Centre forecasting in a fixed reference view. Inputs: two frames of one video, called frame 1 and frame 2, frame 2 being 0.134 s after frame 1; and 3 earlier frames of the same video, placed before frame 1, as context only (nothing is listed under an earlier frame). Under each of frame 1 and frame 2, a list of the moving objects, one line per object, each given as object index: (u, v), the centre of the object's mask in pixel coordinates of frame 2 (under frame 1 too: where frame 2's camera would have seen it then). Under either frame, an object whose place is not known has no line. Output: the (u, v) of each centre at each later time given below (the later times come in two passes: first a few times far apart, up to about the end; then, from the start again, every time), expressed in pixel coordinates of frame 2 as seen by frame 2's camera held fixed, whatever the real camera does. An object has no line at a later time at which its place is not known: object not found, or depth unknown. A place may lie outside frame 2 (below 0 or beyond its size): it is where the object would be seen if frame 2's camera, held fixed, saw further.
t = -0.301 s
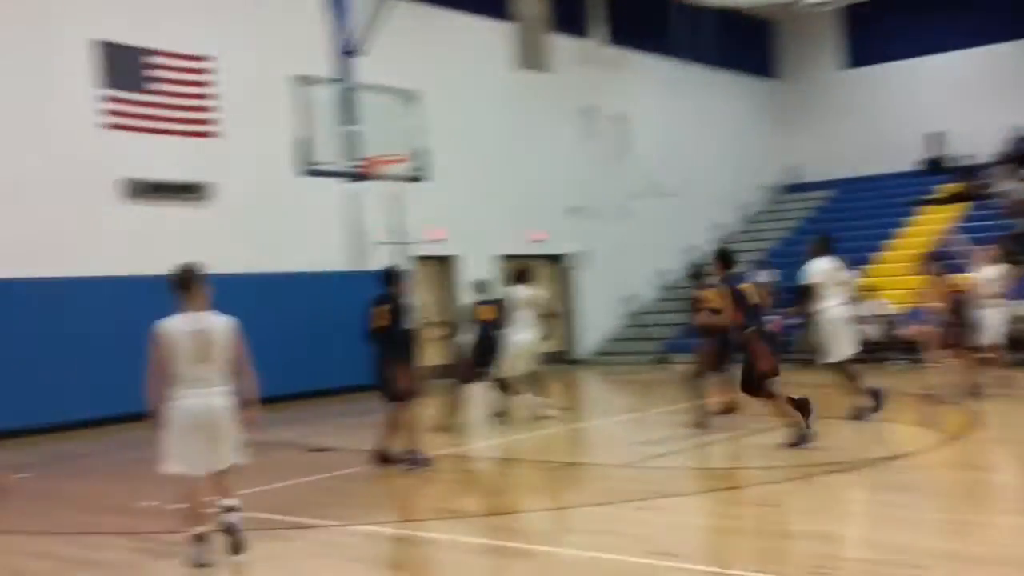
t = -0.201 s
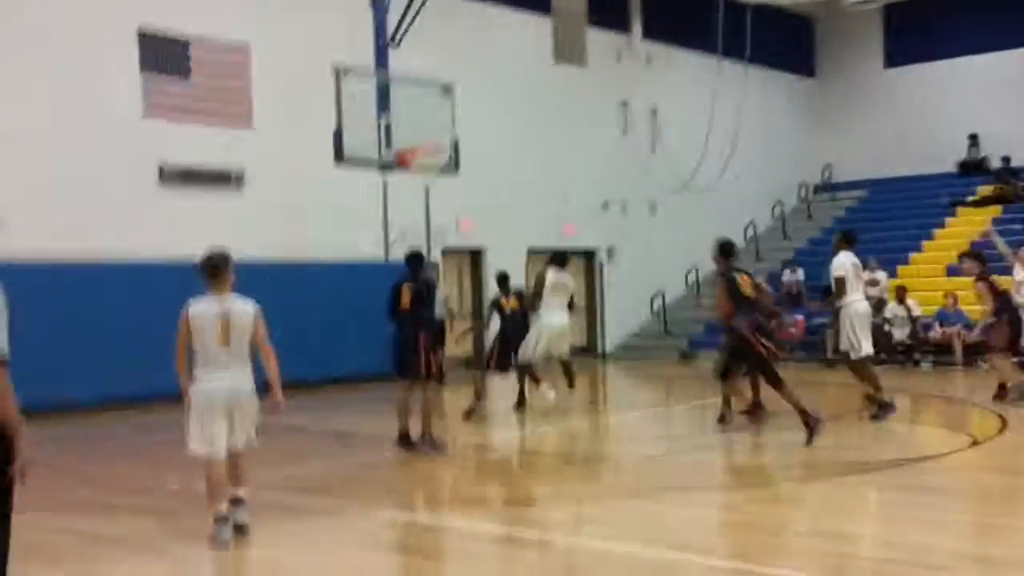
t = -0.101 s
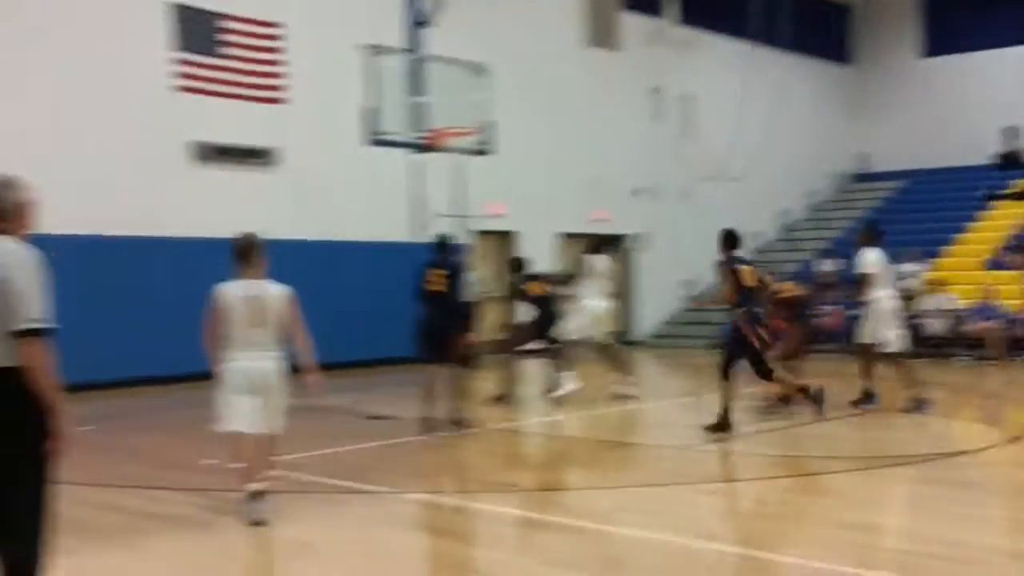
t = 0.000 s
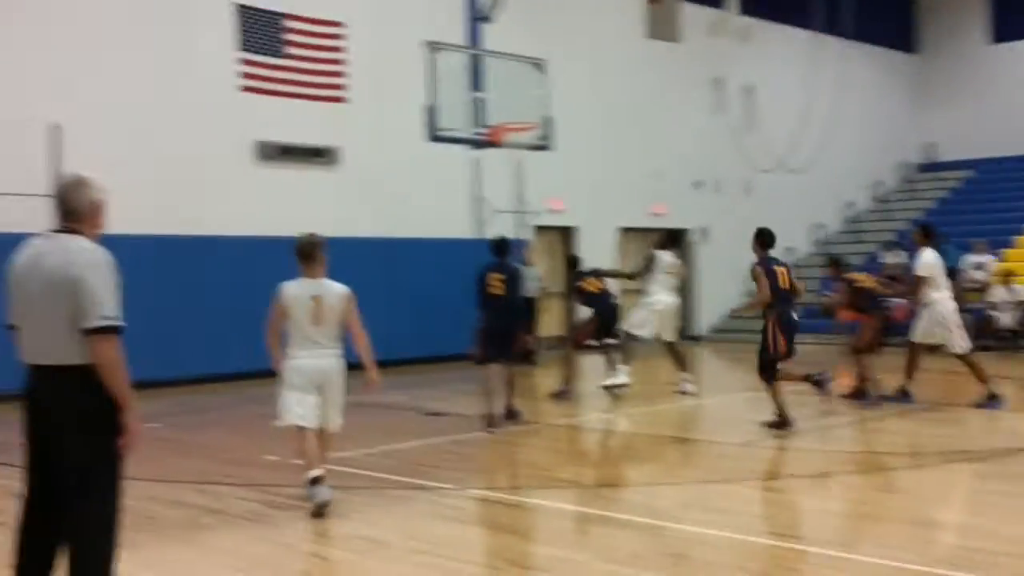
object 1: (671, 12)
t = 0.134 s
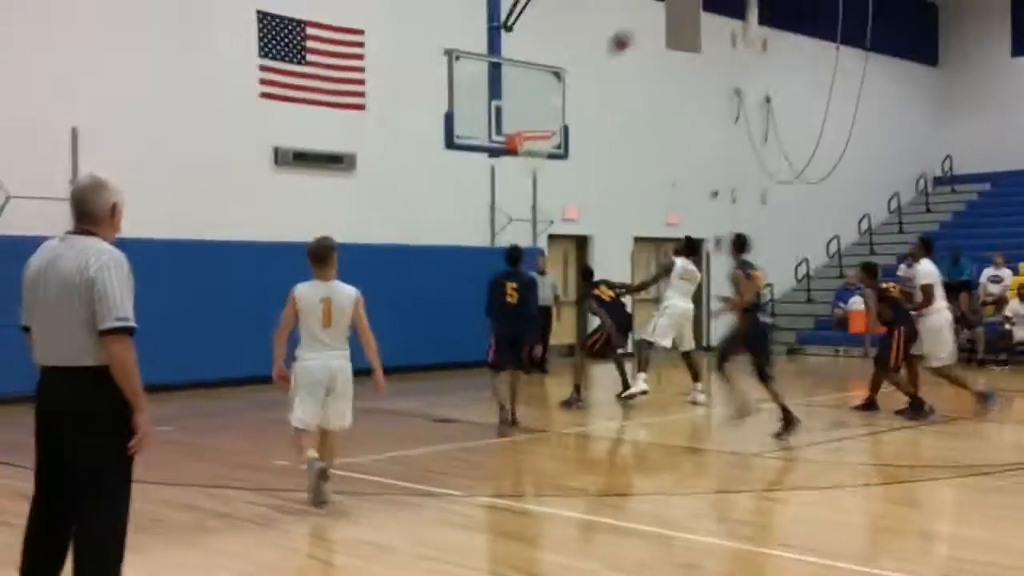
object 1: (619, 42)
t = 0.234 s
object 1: (579, 80)
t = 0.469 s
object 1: (509, 111)
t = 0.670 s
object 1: (462, 111)
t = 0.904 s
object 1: (401, 164)
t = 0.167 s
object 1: (605, 54)
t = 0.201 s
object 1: (592, 67)
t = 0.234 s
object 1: (579, 80)
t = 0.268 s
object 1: (564, 95)
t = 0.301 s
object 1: (550, 110)
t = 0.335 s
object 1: (538, 123)
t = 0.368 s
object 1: (529, 122)
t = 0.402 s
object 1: (522, 117)
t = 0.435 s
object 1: (515, 113)
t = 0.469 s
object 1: (509, 111)
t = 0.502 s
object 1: (501, 108)
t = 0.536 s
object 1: (493, 107)
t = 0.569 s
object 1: (486, 106)
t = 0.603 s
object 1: (477, 107)
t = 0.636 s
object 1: (469, 109)
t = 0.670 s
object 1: (462, 111)
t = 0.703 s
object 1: (454, 115)
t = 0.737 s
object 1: (445, 121)
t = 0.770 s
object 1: (436, 127)
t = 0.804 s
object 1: (428, 134)
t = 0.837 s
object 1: (419, 143)
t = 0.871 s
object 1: (410, 153)
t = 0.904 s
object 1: (401, 164)
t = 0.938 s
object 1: (392, 177)
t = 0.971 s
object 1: (383, 191)
